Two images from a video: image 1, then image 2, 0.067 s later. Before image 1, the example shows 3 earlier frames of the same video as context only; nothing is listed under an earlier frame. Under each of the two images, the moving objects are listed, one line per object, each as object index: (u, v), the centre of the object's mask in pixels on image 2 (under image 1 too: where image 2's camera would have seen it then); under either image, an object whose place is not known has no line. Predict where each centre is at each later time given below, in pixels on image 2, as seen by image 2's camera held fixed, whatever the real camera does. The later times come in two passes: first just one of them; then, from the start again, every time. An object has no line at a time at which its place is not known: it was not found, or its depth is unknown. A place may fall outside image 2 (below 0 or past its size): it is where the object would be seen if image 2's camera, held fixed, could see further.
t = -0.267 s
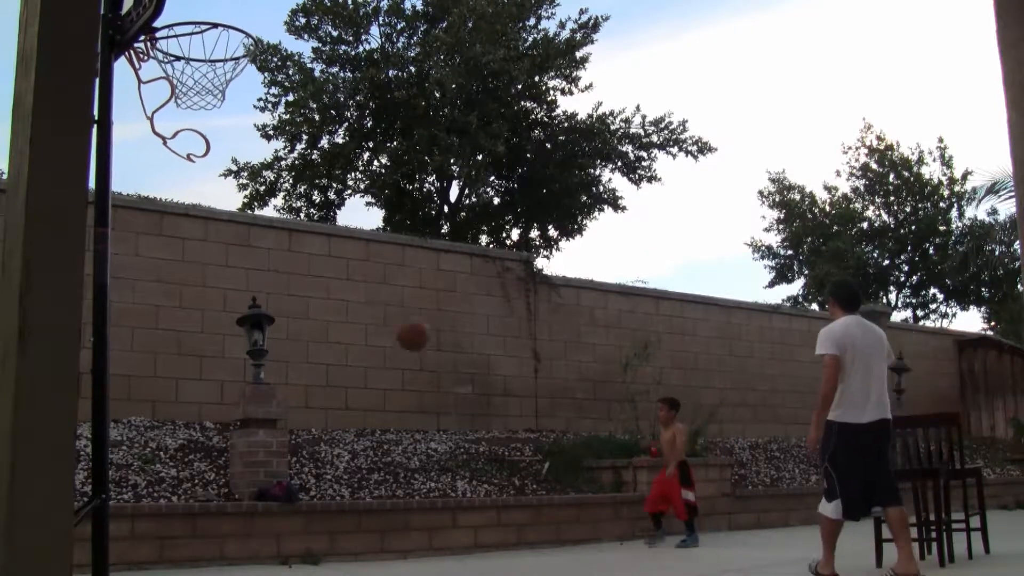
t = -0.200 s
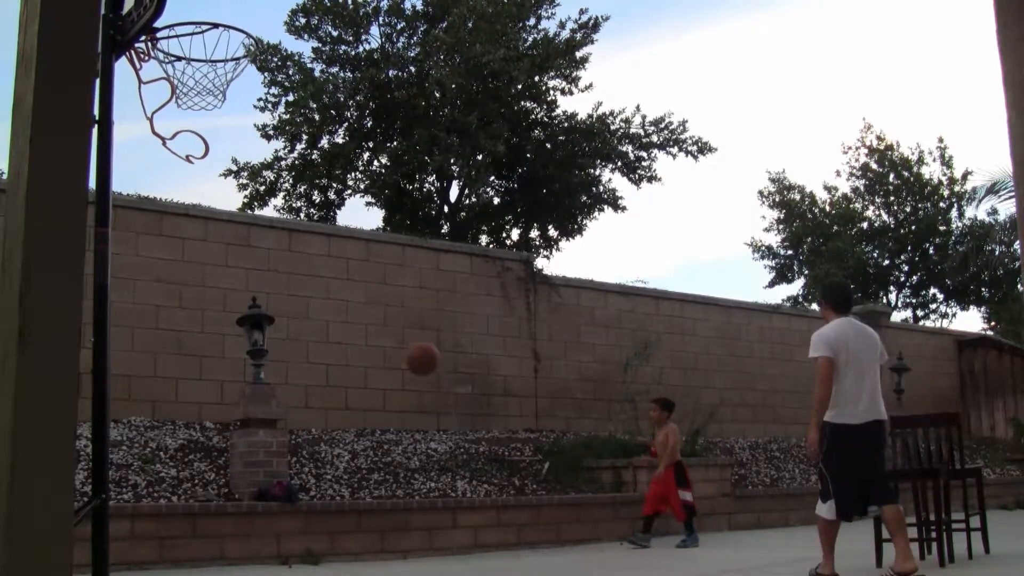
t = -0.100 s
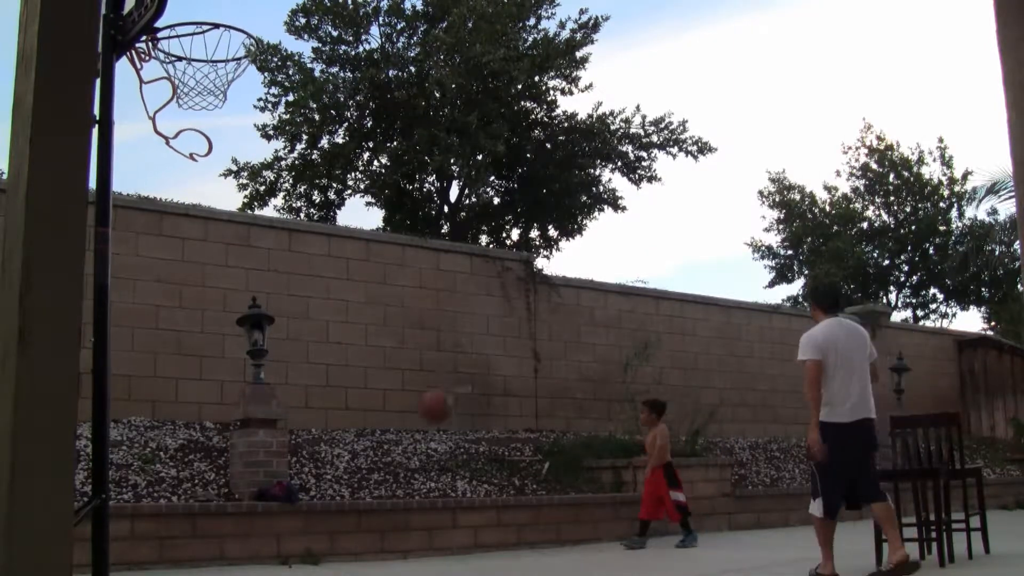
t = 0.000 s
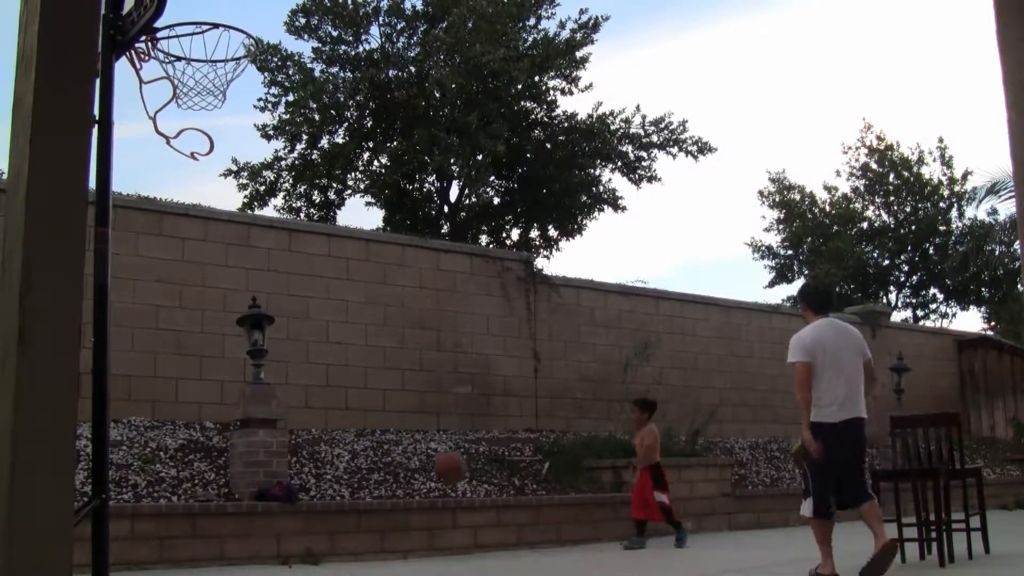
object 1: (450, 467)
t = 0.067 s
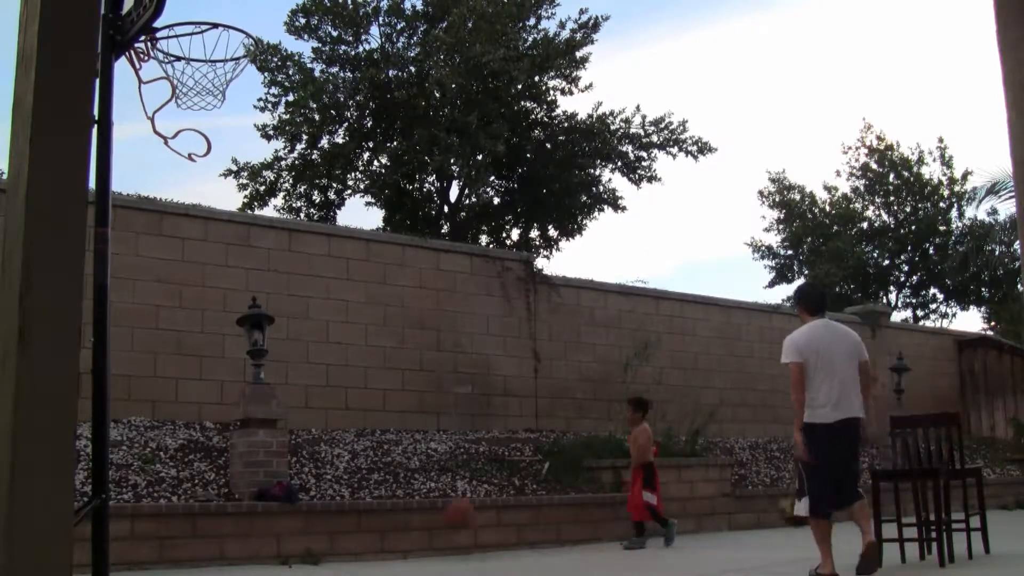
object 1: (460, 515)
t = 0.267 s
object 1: (488, 459)
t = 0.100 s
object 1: (463, 539)
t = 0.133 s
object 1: (466, 536)
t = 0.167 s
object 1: (473, 512)
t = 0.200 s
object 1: (476, 493)
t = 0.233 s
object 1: (482, 475)
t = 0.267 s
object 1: (488, 459)
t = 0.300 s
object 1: (491, 445)
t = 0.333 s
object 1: (495, 432)
